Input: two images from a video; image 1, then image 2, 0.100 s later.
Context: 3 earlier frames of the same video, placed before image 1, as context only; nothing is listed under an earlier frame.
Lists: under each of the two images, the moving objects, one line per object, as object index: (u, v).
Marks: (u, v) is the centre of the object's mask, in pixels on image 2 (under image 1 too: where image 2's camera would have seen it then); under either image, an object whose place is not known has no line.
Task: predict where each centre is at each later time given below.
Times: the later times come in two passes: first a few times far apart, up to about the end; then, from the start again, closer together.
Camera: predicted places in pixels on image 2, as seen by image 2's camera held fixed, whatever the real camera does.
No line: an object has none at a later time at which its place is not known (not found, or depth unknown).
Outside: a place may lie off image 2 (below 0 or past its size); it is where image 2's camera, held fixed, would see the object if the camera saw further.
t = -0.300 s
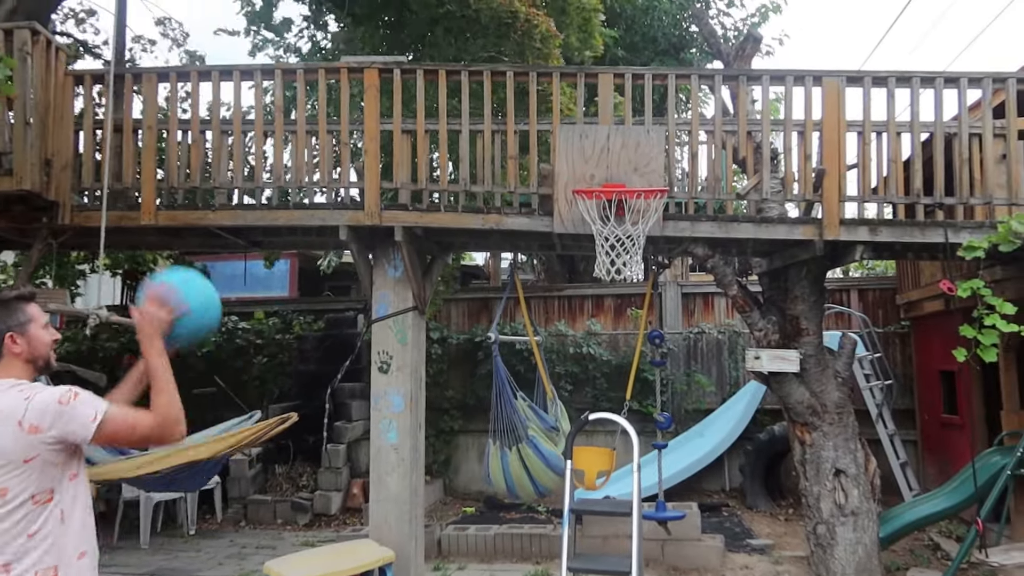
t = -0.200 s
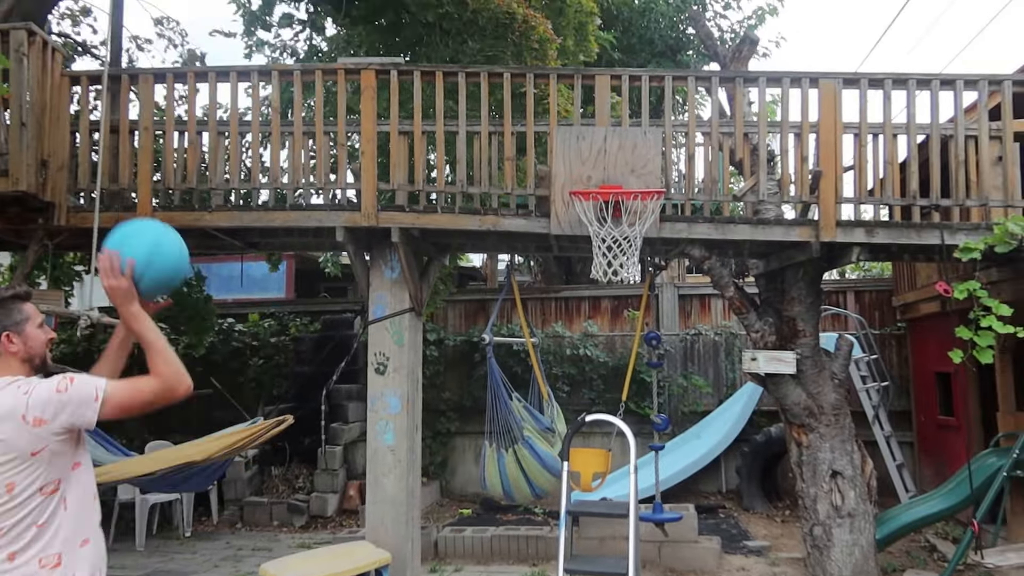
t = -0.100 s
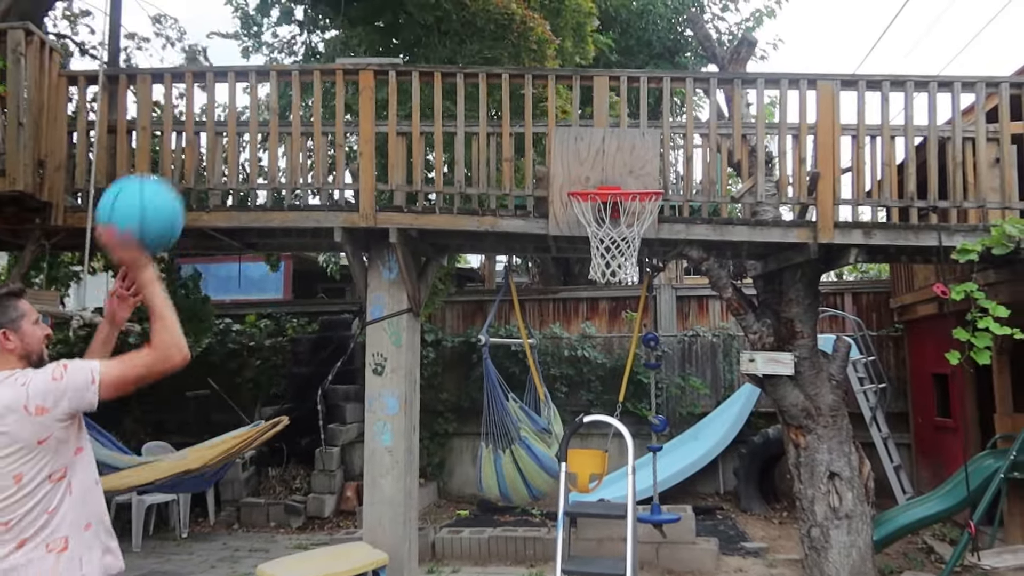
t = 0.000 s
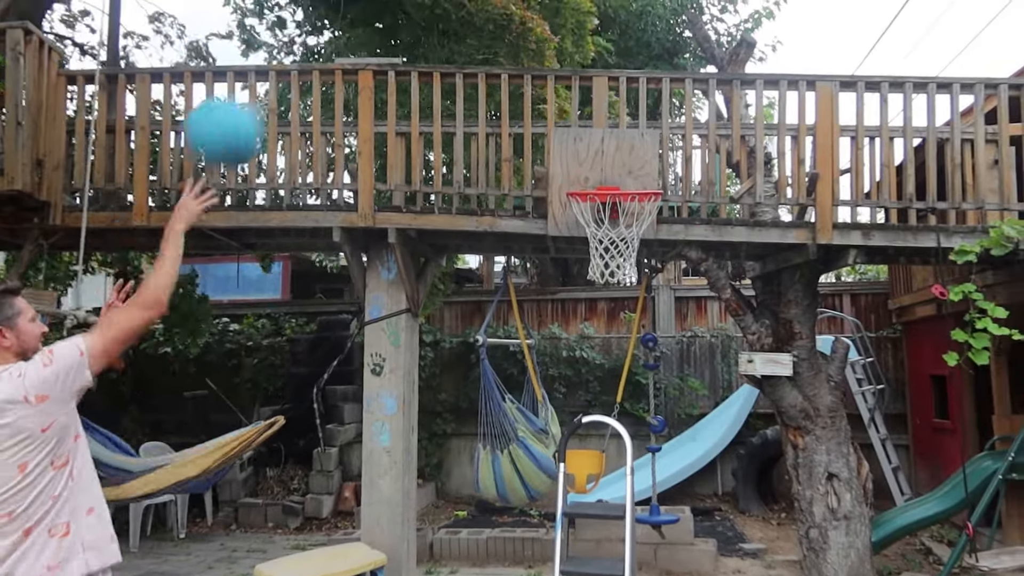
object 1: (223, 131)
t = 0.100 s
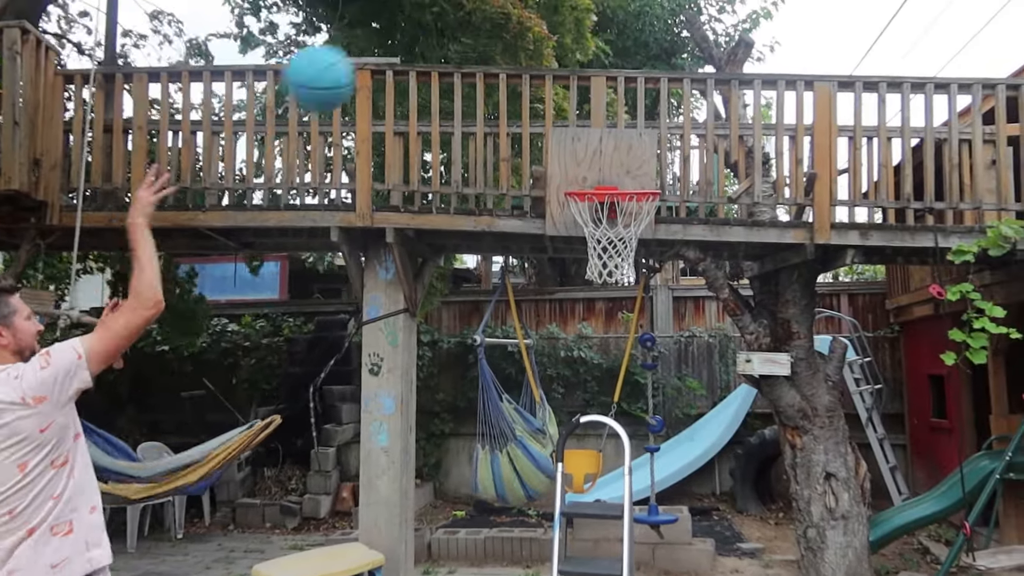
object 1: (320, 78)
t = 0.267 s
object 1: (443, 60)
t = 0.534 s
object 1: (585, 149)
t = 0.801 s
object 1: (623, 308)
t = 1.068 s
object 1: (666, 404)
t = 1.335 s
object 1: (735, 489)
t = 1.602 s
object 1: (769, 515)
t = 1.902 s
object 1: (745, 478)
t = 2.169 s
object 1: (746, 543)
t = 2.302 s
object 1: (786, 546)
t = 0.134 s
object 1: (347, 68)
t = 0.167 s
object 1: (374, 62)
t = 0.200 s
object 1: (398, 58)
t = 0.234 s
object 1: (421, 58)
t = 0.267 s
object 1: (443, 60)
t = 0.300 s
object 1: (464, 64)
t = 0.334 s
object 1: (483, 71)
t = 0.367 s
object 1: (502, 80)
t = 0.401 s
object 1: (520, 91)
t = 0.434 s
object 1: (537, 103)
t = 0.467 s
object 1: (553, 116)
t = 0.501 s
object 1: (569, 133)
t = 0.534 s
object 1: (585, 149)
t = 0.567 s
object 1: (600, 167)
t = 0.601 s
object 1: (613, 187)
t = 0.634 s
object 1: (622, 206)
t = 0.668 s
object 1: (627, 224)
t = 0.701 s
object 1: (624, 243)
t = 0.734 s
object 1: (625, 265)
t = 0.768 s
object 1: (624, 287)
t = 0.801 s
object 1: (623, 308)
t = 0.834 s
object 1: (622, 335)
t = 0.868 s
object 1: (621, 363)
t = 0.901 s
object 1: (622, 395)
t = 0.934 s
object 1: (628, 407)
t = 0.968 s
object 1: (637, 405)
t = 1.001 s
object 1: (647, 402)
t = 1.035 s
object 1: (656, 402)
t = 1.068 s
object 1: (666, 404)
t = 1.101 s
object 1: (674, 408)
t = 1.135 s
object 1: (683, 413)
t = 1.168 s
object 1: (691, 421)
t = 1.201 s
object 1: (700, 431)
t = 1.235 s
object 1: (709, 444)
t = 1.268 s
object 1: (719, 458)
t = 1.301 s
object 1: (727, 473)
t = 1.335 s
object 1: (735, 489)
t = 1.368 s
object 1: (744, 507)
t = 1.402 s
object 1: (752, 527)
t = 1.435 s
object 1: (760, 549)
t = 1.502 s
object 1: (771, 570)
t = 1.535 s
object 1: (770, 550)
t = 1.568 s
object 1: (770, 531)
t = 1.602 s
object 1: (769, 515)
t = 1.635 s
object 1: (768, 502)
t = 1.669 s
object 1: (768, 490)
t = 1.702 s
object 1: (767, 481)
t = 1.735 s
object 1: (765, 475)
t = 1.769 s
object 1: (760, 472)
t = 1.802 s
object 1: (757, 471)
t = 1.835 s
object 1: (753, 472)
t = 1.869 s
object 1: (749, 474)
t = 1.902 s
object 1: (745, 478)
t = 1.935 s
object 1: (741, 483)
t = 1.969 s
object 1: (738, 490)
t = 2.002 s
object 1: (735, 498)
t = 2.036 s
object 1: (731, 509)
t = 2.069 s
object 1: (728, 522)
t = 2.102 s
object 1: (725, 535)
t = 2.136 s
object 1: (734, 539)
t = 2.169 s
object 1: (746, 543)
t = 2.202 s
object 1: (759, 550)
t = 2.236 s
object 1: (770, 555)
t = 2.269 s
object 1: (780, 549)
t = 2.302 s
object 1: (786, 546)
